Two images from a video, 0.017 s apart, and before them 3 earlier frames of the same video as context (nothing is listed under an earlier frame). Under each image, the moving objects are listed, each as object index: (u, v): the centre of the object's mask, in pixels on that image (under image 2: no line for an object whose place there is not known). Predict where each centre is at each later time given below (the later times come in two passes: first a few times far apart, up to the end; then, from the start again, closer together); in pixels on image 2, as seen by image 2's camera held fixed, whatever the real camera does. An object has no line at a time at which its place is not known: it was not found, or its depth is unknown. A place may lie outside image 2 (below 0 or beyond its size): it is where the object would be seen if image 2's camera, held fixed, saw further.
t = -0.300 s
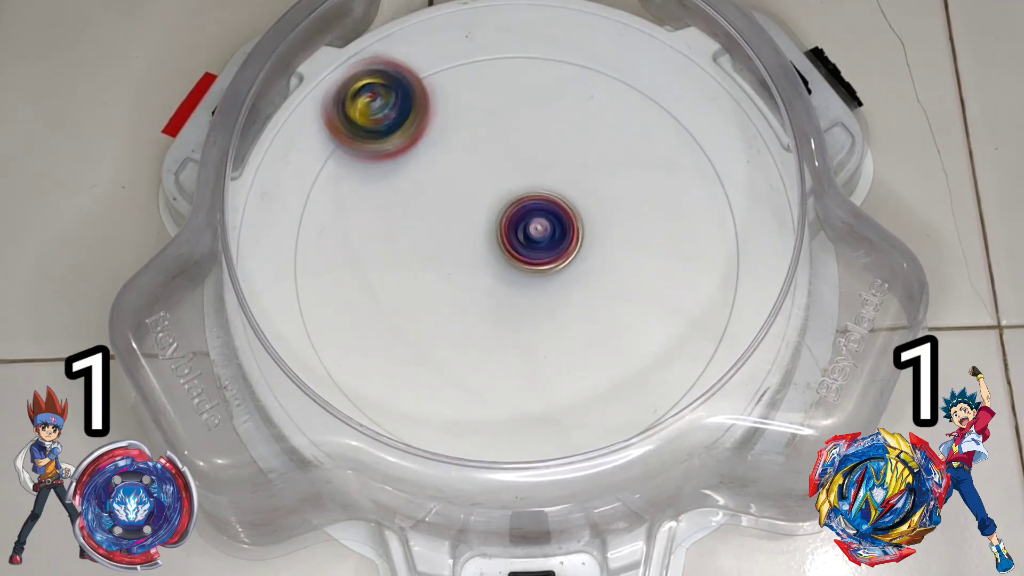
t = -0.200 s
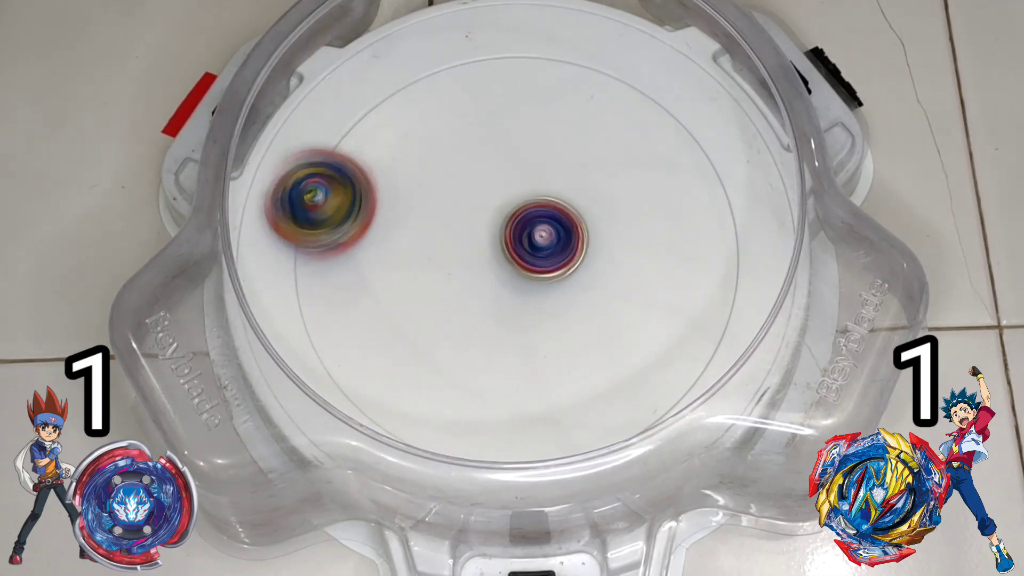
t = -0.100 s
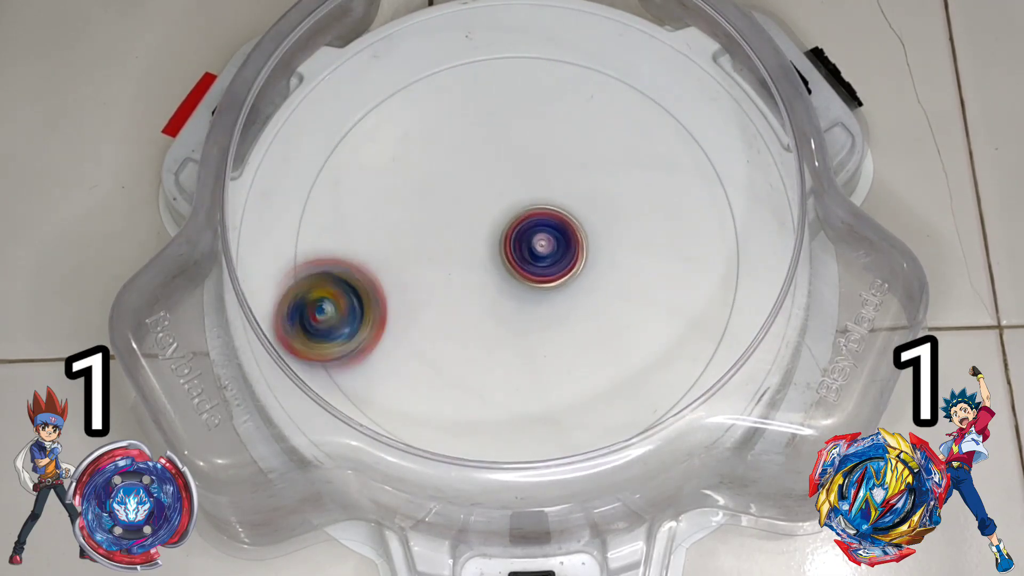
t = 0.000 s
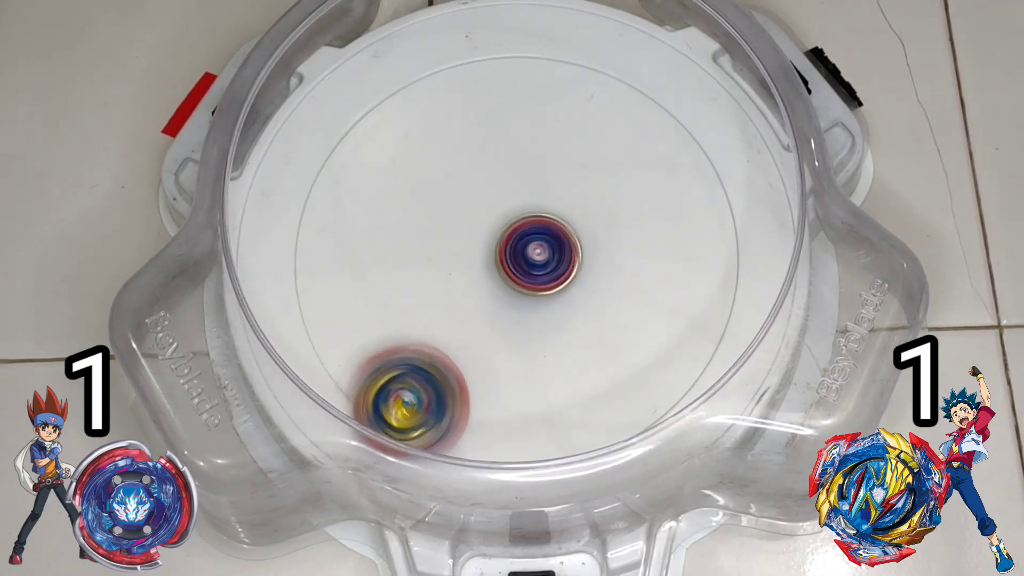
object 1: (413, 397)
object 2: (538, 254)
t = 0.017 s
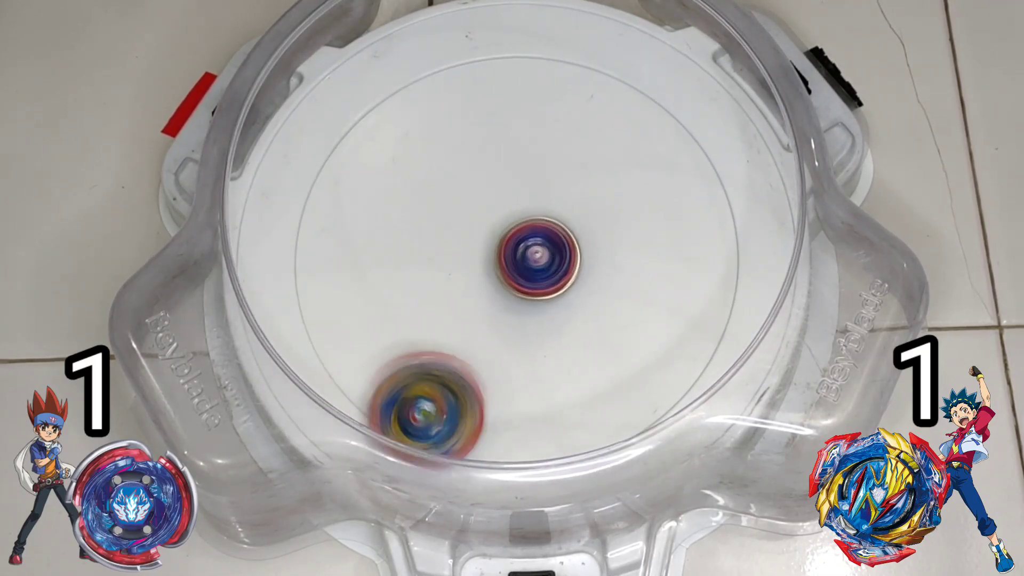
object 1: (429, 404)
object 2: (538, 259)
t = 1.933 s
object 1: (357, 195)
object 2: (498, 239)
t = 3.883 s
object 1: (537, 72)
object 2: (535, 257)
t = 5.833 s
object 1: (659, 199)
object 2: (514, 235)
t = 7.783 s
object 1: (613, 360)
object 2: (528, 257)
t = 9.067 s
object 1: (650, 199)
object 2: (518, 257)
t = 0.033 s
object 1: (447, 413)
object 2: (536, 257)
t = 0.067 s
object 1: (489, 417)
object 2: (533, 259)
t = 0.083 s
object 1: (509, 417)
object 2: (534, 262)
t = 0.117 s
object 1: (552, 413)
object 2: (531, 263)
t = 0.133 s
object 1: (570, 407)
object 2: (527, 262)
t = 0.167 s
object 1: (606, 390)
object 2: (524, 263)
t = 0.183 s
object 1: (622, 379)
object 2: (526, 265)
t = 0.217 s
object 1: (647, 350)
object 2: (522, 265)
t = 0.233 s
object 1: (660, 335)
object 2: (517, 265)
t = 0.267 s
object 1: (677, 301)
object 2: (514, 264)
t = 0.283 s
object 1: (684, 286)
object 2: (515, 263)
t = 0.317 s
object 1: (694, 250)
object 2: (512, 261)
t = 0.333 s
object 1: (695, 232)
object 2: (509, 264)
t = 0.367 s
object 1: (695, 198)
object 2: (506, 262)
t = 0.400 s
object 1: (688, 162)
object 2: (504, 260)
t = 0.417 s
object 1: (681, 146)
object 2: (502, 255)
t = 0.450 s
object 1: (663, 118)
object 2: (499, 254)
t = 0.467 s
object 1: (652, 104)
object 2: (501, 255)
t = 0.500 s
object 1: (627, 82)
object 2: (501, 252)
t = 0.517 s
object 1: (613, 72)
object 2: (498, 250)
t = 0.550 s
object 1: (581, 56)
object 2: (498, 247)
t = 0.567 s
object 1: (566, 53)
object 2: (502, 245)
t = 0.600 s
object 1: (530, 50)
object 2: (503, 241)
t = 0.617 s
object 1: (511, 49)
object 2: (501, 242)
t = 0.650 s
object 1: (479, 53)
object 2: (503, 240)
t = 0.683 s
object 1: (444, 61)
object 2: (506, 237)
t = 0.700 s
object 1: (427, 68)
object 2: (505, 233)
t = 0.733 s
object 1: (398, 87)
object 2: (507, 231)
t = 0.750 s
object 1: (383, 96)
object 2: (511, 232)
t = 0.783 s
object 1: (360, 122)
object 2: (515, 230)
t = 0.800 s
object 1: (351, 136)
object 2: (513, 230)
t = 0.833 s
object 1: (335, 167)
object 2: (517, 230)
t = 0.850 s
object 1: (331, 186)
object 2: (522, 228)
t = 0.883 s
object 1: (326, 219)
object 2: (524, 227)
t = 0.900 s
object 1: (326, 237)
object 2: (525, 230)
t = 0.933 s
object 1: (334, 272)
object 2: (528, 231)
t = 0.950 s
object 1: (340, 290)
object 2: (528, 229)
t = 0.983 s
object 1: (358, 321)
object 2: (531, 231)
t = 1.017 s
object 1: (382, 350)
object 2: (533, 233)
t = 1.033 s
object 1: (394, 363)
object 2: (539, 234)
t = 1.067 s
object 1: (425, 383)
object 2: (540, 236)
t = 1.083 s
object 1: (444, 391)
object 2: (539, 239)
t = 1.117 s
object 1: (479, 404)
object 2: (541, 242)
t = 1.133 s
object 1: (499, 406)
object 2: (540, 241)
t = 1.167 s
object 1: (539, 409)
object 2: (540, 245)
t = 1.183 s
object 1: (558, 407)
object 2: (543, 248)
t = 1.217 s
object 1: (596, 396)
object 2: (543, 250)
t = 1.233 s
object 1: (613, 391)
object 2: (538, 253)
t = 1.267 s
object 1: (646, 373)
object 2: (538, 256)
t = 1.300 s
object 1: (673, 349)
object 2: (536, 258)
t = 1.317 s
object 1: (685, 337)
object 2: (534, 257)
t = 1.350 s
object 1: (705, 308)
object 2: (530, 259)
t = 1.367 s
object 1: (711, 292)
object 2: (532, 262)
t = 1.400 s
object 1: (722, 261)
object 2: (529, 262)
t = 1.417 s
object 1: (724, 243)
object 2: (523, 264)
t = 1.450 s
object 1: (723, 211)
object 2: (521, 266)
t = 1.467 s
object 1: (721, 194)
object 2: (519, 262)
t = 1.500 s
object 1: (710, 165)
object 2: (514, 263)
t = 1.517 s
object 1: (703, 150)
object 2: (515, 265)
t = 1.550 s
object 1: (682, 125)
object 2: (513, 264)
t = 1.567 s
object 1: (672, 114)
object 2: (507, 262)
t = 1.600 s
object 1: (645, 95)
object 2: (505, 262)
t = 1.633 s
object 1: (613, 81)
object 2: (503, 261)
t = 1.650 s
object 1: (598, 76)
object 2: (501, 256)
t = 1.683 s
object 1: (565, 71)
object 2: (498, 255)
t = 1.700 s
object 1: (547, 72)
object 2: (501, 255)
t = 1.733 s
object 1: (512, 74)
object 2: (499, 251)
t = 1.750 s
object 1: (495, 77)
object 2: (496, 253)
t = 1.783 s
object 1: (463, 90)
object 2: (496, 250)
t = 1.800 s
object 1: (446, 97)
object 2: (495, 246)
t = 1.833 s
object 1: (418, 116)
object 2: (494, 244)
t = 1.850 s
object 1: (405, 127)
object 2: (498, 244)
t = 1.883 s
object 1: (381, 152)
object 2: (498, 240)
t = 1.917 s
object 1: (363, 181)
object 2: (497, 237)
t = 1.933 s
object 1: (357, 195)
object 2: (498, 239)
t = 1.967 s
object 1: (347, 228)
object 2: (500, 237)
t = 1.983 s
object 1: (345, 244)
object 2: (497, 235)
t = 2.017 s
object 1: (346, 277)
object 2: (500, 234)
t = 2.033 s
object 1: (350, 295)
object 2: (504, 231)
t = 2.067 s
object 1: (360, 326)
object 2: (504, 230)
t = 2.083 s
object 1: (367, 343)
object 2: (507, 233)
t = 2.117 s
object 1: (389, 370)
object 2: (511, 231)
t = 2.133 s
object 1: (400, 383)
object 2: (509, 231)
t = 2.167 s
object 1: (430, 402)
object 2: (513, 231)
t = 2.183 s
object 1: (445, 408)
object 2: (516, 228)
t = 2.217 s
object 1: (481, 418)
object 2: (518, 229)
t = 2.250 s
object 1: (516, 421)
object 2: (521, 231)
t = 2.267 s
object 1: (532, 420)
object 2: (526, 231)
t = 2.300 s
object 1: (568, 415)
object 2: (529, 231)
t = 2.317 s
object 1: (587, 409)
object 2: (529, 235)
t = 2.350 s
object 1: (617, 396)
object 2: (534, 237)
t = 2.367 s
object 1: (632, 386)
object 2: (532, 236)
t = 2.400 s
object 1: (658, 364)
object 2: (536, 241)
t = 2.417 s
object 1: (670, 351)
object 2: (539, 240)
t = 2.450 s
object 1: (685, 321)
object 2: (538, 242)
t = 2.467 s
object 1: (691, 306)
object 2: (541, 246)
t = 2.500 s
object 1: (697, 274)
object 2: (542, 248)
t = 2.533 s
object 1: (696, 242)
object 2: (540, 250)
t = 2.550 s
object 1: (695, 226)
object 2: (539, 253)
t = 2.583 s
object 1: (684, 195)
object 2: (539, 255)
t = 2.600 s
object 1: (678, 182)
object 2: (535, 254)
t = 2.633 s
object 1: (660, 155)
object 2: (533, 258)
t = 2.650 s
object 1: (649, 145)
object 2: (534, 256)
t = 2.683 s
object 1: (623, 123)
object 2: (529, 258)
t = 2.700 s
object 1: (609, 114)
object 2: (531, 261)
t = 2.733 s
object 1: (581, 100)
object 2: (528, 260)
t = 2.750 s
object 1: (565, 95)
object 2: (523, 263)
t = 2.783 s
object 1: (532, 89)
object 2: (522, 264)
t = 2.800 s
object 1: (515, 87)
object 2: (518, 261)
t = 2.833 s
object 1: (483, 87)
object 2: (515, 262)
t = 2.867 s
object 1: (452, 93)
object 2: (513, 263)
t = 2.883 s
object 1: (435, 99)
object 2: (512, 259)
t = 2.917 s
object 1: (404, 113)
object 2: (507, 259)
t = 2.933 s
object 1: (391, 120)
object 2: (510, 259)
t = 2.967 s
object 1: (368, 142)
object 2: (507, 256)
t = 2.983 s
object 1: (357, 154)
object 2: (505, 258)
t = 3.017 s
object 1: (339, 181)
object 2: (505, 255)
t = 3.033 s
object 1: (334, 195)
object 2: (501, 253)
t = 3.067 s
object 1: (327, 226)
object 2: (501, 252)
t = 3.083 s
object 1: (327, 242)
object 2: (502, 247)
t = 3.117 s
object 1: (331, 274)
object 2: (500, 246)
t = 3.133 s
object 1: (335, 291)
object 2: (503, 246)
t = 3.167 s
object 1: (350, 319)
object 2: (504, 242)
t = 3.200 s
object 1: (371, 345)
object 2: (503, 240)
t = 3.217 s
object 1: (384, 358)
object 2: (506, 241)
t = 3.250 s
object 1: (411, 378)
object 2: (508, 237)
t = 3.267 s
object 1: (427, 387)
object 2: (507, 238)
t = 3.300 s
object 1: (462, 396)
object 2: (511, 236)
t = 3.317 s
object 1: (479, 399)
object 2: (510, 234)
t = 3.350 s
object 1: (516, 400)
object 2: (513, 234)
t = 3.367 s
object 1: (532, 398)
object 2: (517, 230)
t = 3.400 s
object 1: (568, 389)
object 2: (517, 231)
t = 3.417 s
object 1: (583, 382)
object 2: (522, 232)
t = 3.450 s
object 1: (614, 366)
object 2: (525, 230)
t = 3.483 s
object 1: (641, 343)
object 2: (525, 230)
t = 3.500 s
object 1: (650, 331)
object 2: (530, 233)
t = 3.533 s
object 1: (669, 304)
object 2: (534, 232)
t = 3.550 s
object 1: (676, 289)
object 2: (533, 235)
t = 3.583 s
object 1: (686, 259)
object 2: (536, 236)
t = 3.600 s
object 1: (688, 243)
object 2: (535, 236)
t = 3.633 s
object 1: (689, 212)
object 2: (538, 239)
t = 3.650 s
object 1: (687, 197)
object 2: (539, 237)
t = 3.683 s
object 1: (679, 168)
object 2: (539, 241)
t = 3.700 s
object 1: (673, 154)
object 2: (544, 242)
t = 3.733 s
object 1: (657, 130)
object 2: (541, 244)
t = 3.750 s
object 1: (647, 119)
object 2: (542, 248)
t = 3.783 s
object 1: (623, 100)
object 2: (543, 249)
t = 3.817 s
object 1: (596, 85)
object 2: (539, 250)
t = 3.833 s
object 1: (582, 79)
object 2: (539, 254)
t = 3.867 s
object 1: (552, 73)
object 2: (539, 254)
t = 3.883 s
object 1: (537, 72)
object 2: (535, 257)
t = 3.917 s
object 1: (505, 75)
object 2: (534, 259)
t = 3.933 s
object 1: (490, 77)
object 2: (530, 258)
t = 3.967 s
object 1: (459, 87)
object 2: (528, 261)
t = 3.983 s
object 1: (446, 94)
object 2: (528, 259)
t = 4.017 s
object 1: (420, 112)
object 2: (523, 261)
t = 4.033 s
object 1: (409, 124)
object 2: (526, 262)
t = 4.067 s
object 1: (389, 148)
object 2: (520, 261)
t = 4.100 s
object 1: (373, 176)
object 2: (516, 262)
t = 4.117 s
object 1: (368, 189)
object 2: (518, 262)
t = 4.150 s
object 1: (362, 220)
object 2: (512, 260)
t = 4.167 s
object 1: (363, 236)
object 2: (513, 263)
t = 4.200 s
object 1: (366, 268)
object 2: (510, 259)
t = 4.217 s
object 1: (371, 284)
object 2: (507, 261)
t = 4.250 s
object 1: (383, 312)
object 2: (506, 259)
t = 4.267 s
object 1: (391, 326)
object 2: (502, 257)
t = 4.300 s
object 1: (412, 351)
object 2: (502, 257)
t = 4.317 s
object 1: (424, 362)
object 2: (501, 252)
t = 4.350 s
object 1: (452, 381)
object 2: (500, 252)
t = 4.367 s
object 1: (467, 388)
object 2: (503, 248)
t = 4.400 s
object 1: (500, 398)
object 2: (500, 247)
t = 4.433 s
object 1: (533, 401)
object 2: (501, 247)
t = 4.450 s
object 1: (550, 401)
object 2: (503, 242)
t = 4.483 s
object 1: (584, 395)
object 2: (502, 242)
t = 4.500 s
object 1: (599, 391)
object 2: (507, 241)
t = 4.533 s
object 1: (630, 375)
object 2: (506, 238)
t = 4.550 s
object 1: (642, 367)
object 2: (509, 240)
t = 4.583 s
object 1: (665, 343)
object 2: (512, 236)
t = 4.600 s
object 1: (674, 330)
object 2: (511, 237)
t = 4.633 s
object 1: (689, 304)
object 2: (515, 236)
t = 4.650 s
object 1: (693, 289)
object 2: (513, 235)
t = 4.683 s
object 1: (699, 260)
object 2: (518, 235)
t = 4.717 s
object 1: (699, 230)
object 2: (523, 233)
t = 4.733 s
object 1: (695, 217)
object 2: (522, 234)
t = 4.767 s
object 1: (684, 189)
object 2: (526, 235)
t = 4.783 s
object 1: (676, 177)
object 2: (525, 233)
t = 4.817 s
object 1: (658, 154)
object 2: (529, 236)
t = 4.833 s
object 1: (646, 144)
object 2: (529, 234)
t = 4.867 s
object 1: (622, 128)
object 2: (531, 238)
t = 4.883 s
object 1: (608, 121)
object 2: (533, 237)
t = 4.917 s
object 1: (579, 112)
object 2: (532, 239)
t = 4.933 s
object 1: (563, 108)
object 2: (537, 241)
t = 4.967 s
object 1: (533, 107)
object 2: (534, 242)
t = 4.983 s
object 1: (516, 107)
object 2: (537, 245)
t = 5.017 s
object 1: (486, 111)
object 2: (536, 245)
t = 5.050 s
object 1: (458, 119)
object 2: (533, 249)
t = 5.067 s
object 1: (443, 126)
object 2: (537, 250)
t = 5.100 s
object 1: (418, 143)
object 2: (532, 252)
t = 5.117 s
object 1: (405, 152)
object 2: (534, 255)
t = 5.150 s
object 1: (385, 174)
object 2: (531, 255)
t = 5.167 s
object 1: (375, 187)
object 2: (531, 259)
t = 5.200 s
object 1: (362, 213)
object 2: (530, 258)
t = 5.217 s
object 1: (356, 226)
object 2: (527, 260)
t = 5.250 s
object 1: (352, 256)
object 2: (527, 260)
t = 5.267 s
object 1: (352, 269)
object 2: (522, 261)
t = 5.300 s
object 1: (357, 299)
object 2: (522, 262)
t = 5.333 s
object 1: (369, 327)
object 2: (521, 259)
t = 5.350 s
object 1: (376, 340)
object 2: (518, 261)
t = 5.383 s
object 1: (397, 364)
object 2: (519, 258)
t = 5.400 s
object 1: (408, 373)
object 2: (514, 258)
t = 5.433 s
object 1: (435, 389)
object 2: (515, 258)
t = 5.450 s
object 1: (449, 395)
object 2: (511, 256)
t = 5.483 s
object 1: (481, 402)
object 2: (512, 256)
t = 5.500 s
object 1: (496, 403)
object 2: (509, 252)
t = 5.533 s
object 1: (529, 401)
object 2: (509, 253)
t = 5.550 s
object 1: (545, 397)
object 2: (508, 248)
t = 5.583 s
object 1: (576, 387)
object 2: (506, 248)
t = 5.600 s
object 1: (590, 379)
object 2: (509, 245)
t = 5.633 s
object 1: (615, 361)
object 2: (506, 245)
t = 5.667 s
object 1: (636, 338)
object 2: (508, 245)
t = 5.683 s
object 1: (643, 325)
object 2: (506, 242)
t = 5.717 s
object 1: (657, 298)
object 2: (508, 242)
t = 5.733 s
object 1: (661, 284)
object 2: (508, 238)
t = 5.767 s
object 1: (666, 255)
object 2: (508, 238)
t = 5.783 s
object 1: (665, 240)
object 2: (511, 236)
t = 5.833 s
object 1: (659, 199)
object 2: (514, 235)
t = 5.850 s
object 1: (655, 185)
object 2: (513, 237)
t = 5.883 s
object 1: (641, 161)
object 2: (516, 235)
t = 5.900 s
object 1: (632, 149)
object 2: (515, 236)
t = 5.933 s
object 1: (611, 130)
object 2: (518, 235)
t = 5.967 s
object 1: (587, 115)
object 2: (519, 233)
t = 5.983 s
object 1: (574, 108)
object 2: (520, 236)
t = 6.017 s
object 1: (547, 100)
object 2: (523, 233)
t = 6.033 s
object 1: (532, 96)
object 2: (523, 236)
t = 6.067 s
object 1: (503, 95)
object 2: (527, 234)
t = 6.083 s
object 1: (489, 95)
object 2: (526, 237)
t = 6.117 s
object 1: (461, 101)
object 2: (530, 237)
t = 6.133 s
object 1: (447, 104)
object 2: (528, 238)
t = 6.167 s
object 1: (422, 118)
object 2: (532, 239)
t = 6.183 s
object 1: (411, 125)
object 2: (529, 240)
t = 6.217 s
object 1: (391, 146)
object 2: (533, 242)
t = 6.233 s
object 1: (383, 156)
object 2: (531, 241)
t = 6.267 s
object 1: (369, 181)
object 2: (534, 244)
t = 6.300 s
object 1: (362, 208)
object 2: (536, 244)
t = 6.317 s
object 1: (360, 222)
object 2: (534, 247)
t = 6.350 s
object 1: (362, 251)
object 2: (536, 247)
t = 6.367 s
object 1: (365, 265)
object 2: (533, 250)
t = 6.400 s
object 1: (376, 292)
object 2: (535, 251)
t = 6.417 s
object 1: (383, 305)
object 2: (532, 253)
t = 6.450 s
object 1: (402, 329)
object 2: (534, 254)
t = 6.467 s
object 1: (412, 339)
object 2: (530, 255)
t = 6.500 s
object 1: (438, 357)
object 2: (531, 256)
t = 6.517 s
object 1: (451, 363)
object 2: (527, 256)
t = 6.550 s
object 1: (482, 373)
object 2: (528, 258)
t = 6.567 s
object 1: (496, 375)
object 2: (524, 257)
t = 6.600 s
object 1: (529, 377)
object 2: (525, 260)
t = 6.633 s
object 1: (561, 372)
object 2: (524, 257)
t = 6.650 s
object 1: (575, 369)
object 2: (522, 260)
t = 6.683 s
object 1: (605, 356)
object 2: (521, 258)
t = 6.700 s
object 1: (617, 349)
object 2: (518, 260)
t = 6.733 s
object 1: (640, 329)
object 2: (519, 257)
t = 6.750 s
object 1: (649, 318)
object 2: (515, 259)
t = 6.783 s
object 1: (665, 294)
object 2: (516, 256)
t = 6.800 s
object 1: (671, 282)
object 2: (513, 257)
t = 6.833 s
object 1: (680, 254)
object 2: (514, 254)
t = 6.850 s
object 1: (681, 242)
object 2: (511, 255)
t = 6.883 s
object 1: (681, 214)
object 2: (512, 252)
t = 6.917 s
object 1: (674, 189)
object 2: (509, 248)
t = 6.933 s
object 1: (669, 177)
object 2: (512, 250)
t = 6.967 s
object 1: (654, 155)
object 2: (510, 246)
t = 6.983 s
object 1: (645, 145)
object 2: (512, 248)
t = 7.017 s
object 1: (623, 128)
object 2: (511, 243)
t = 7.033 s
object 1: (612, 121)
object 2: (512, 246)
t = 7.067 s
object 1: (587, 111)
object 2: (513, 241)
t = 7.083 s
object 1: (574, 108)
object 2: (514, 243)
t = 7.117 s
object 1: (546, 105)
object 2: (515, 239)
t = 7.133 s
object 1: (532, 105)
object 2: (516, 242)
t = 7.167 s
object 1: (504, 110)
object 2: (518, 238)
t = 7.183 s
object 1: (491, 113)
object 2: (519, 241)
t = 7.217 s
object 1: (465, 125)
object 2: (520, 237)
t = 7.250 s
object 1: (441, 140)
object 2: (519, 239)
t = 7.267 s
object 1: (430, 149)
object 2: (523, 237)
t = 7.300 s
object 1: (412, 170)
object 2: (522, 239)
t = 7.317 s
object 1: (403, 181)
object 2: (526, 238)
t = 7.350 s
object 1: (391, 205)
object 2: (525, 240)
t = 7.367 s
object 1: (386, 218)
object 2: (528, 239)
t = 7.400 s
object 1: (382, 245)
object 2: (527, 242)
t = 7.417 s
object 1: (381, 259)
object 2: (530, 241)
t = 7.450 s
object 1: (385, 285)
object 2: (529, 244)
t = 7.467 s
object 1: (388, 298)
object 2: (532, 243)
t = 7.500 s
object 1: (400, 324)
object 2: (530, 247)
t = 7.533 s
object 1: (417, 346)
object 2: (534, 249)
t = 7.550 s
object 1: (427, 356)
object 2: (531, 250)
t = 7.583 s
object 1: (450, 372)
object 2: (534, 252)
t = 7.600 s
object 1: (463, 379)
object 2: (531, 252)
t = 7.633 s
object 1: (491, 387)
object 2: (533, 254)
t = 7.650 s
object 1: (505, 390)
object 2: (530, 254)
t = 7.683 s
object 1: (534, 390)
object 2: (532, 256)
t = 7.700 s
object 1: (549, 389)
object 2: (529, 256)
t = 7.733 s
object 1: (576, 381)
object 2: (531, 257)
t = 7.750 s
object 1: (590, 376)
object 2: (527, 258)
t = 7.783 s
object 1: (613, 360)
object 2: (528, 257)
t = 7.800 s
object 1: (624, 351)
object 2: (524, 259)
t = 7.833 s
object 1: (640, 329)
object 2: (525, 258)
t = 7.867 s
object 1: (653, 306)
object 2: (520, 257)
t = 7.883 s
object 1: (657, 293)
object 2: (522, 258)
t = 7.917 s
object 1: (662, 268)
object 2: (516, 256)
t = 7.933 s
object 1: (662, 254)
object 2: (519, 257)
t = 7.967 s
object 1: (660, 230)
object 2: (513, 256)
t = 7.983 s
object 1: (655, 217)
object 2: (516, 255)
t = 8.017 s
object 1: (646, 194)
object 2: (510, 254)
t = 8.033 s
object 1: (638, 183)
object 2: (513, 253)
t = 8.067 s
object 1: (622, 163)
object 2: (509, 253)
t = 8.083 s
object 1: (611, 154)
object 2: (511, 250)
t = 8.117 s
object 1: (589, 140)
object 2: (507, 251)
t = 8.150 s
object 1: (564, 129)
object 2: (510, 250)
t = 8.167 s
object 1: (552, 125)
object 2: (507, 249)
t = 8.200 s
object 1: (524, 121)
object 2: (510, 247)
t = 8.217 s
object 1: (512, 120)
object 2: (509, 247)
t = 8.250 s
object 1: (484, 122)
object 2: (512, 244)
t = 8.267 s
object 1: (472, 125)
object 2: (511, 245)
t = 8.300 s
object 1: (447, 134)
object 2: (514, 241)
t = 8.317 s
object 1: (435, 139)
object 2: (513, 243)
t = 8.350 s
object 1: (413, 154)
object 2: (516, 239)
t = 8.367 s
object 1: (404, 162)
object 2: (516, 241)
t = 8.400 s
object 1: (387, 182)
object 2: (517, 237)
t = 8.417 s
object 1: (382, 192)
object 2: (520, 240)
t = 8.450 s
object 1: (372, 216)
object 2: (519, 237)
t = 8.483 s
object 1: (369, 240)
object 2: (521, 240)
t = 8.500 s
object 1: (369, 253)
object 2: (522, 238)
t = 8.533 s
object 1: (374, 278)
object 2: (525, 241)
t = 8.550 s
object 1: (378, 290)
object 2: (525, 239)
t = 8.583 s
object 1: (391, 312)
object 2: (528, 243)
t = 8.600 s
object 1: (398, 323)
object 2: (527, 241)
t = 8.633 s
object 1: (419, 341)
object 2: (531, 245)
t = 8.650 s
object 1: (429, 349)
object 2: (529, 245)
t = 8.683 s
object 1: (455, 360)
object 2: (532, 247)
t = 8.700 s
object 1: (469, 365)
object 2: (530, 249)
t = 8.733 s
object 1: (498, 368)
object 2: (534, 249)
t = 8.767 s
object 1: (526, 368)
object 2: (530, 250)
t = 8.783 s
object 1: (541, 365)
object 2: (533, 251)
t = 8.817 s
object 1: (567, 357)
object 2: (528, 253)
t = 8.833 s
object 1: (580, 350)
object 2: (530, 252)
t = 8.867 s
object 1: (602, 336)
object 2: (526, 256)
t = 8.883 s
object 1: (612, 326)
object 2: (526, 254)
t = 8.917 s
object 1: (629, 307)
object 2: (525, 258)
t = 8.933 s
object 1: (636, 295)
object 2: (523, 256)
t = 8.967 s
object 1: (647, 272)
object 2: (523, 259)
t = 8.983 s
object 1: (650, 259)
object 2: (520, 257)
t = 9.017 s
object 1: (654, 235)
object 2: (521, 259)
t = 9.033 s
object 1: (653, 223)
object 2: (517, 257)
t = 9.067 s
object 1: (650, 199)
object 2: (518, 257)
